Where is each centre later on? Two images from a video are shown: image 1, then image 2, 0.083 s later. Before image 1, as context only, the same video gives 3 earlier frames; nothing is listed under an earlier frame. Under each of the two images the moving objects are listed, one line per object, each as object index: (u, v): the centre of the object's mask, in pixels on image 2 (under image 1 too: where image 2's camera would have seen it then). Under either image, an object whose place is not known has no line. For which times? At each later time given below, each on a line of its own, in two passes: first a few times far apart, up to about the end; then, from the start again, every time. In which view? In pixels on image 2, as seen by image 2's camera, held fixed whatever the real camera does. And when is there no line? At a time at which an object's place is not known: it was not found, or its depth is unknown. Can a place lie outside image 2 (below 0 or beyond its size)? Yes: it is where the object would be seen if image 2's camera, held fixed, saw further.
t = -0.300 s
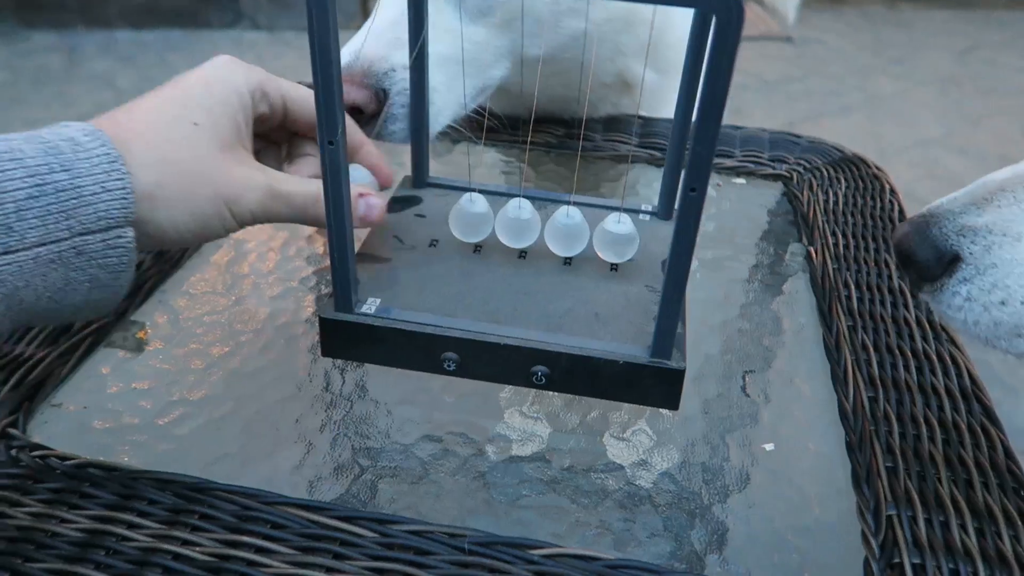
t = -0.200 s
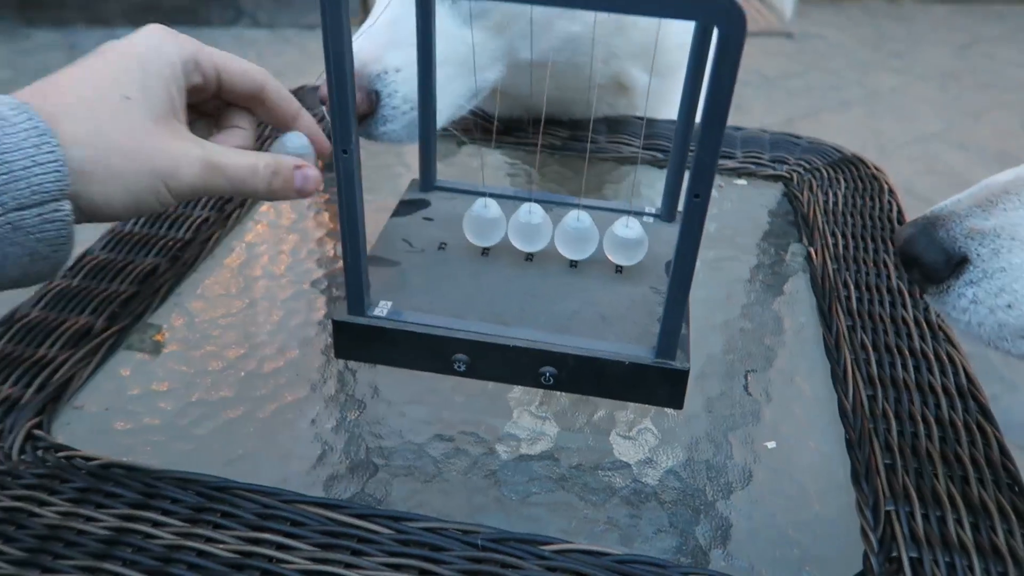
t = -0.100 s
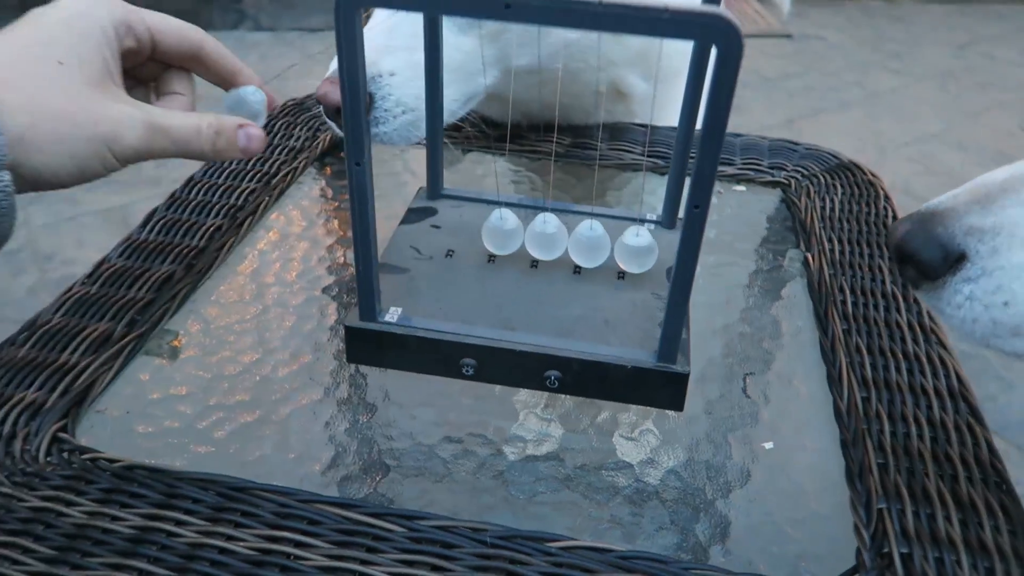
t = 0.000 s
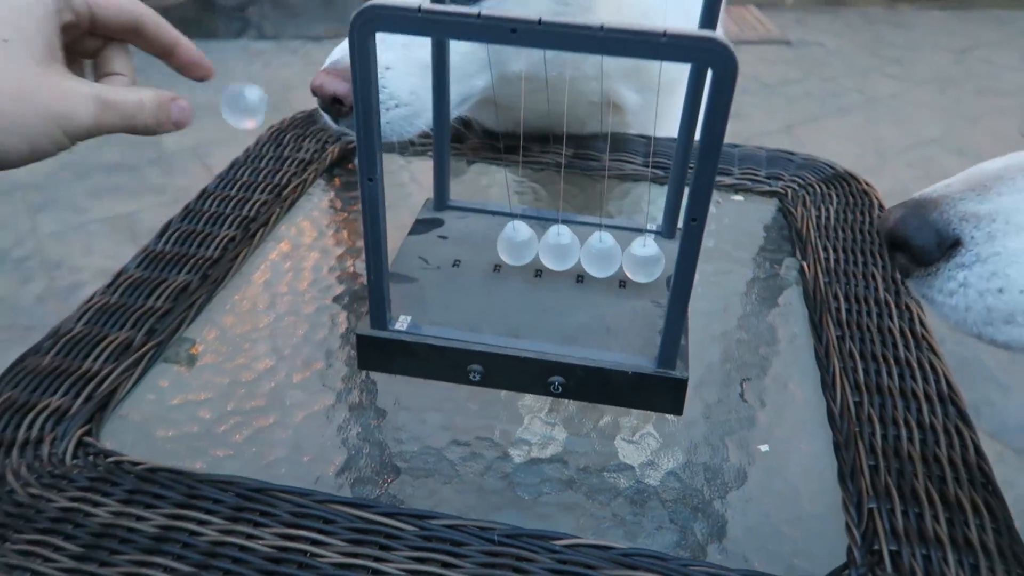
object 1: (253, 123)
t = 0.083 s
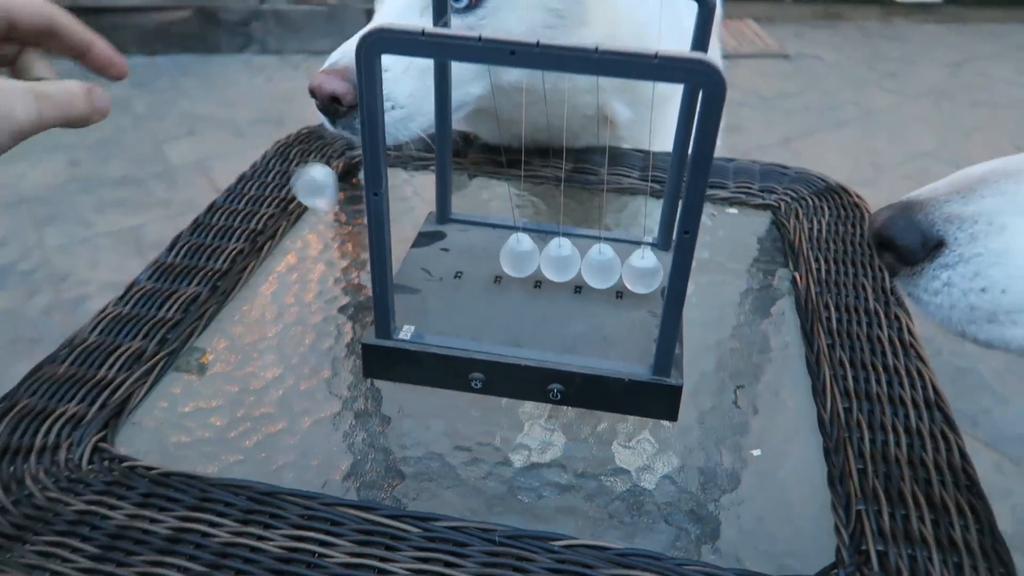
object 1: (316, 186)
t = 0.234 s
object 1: (472, 248)
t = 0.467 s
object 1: (453, 245)
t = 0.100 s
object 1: (339, 201)
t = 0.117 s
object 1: (356, 214)
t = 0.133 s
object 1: (401, 232)
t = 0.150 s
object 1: (423, 240)
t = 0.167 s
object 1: (455, 246)
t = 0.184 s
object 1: (476, 247)
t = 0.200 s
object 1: (476, 246)
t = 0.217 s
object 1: (474, 246)
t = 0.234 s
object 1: (472, 248)
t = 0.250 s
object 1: (470, 248)
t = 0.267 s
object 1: (467, 248)
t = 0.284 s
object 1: (465, 248)
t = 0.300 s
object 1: (464, 248)
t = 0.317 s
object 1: (463, 248)
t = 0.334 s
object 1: (461, 248)
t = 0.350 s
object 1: (460, 248)
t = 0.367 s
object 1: (458, 248)
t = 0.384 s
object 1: (457, 248)
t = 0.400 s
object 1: (456, 247)
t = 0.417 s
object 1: (455, 246)
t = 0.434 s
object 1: (454, 245)
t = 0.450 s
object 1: (454, 244)
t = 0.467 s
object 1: (453, 245)
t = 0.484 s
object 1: (454, 246)
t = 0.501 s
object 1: (454, 247)
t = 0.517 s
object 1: (454, 248)
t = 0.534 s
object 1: (455, 247)
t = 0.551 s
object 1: (456, 247)
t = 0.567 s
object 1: (456, 248)
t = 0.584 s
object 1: (457, 249)
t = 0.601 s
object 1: (440, 246)
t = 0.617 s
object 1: (413, 240)
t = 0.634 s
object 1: (402, 231)
